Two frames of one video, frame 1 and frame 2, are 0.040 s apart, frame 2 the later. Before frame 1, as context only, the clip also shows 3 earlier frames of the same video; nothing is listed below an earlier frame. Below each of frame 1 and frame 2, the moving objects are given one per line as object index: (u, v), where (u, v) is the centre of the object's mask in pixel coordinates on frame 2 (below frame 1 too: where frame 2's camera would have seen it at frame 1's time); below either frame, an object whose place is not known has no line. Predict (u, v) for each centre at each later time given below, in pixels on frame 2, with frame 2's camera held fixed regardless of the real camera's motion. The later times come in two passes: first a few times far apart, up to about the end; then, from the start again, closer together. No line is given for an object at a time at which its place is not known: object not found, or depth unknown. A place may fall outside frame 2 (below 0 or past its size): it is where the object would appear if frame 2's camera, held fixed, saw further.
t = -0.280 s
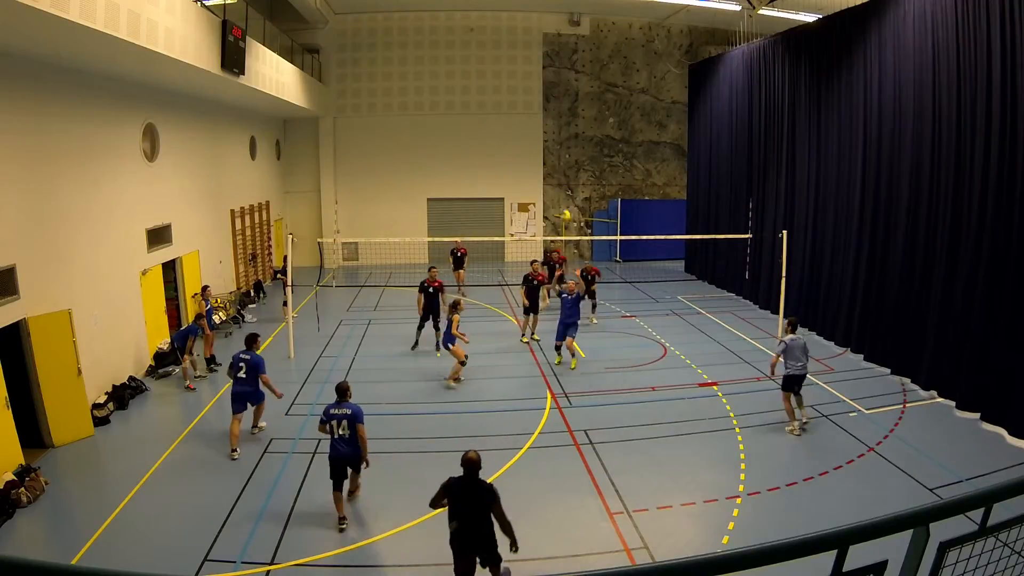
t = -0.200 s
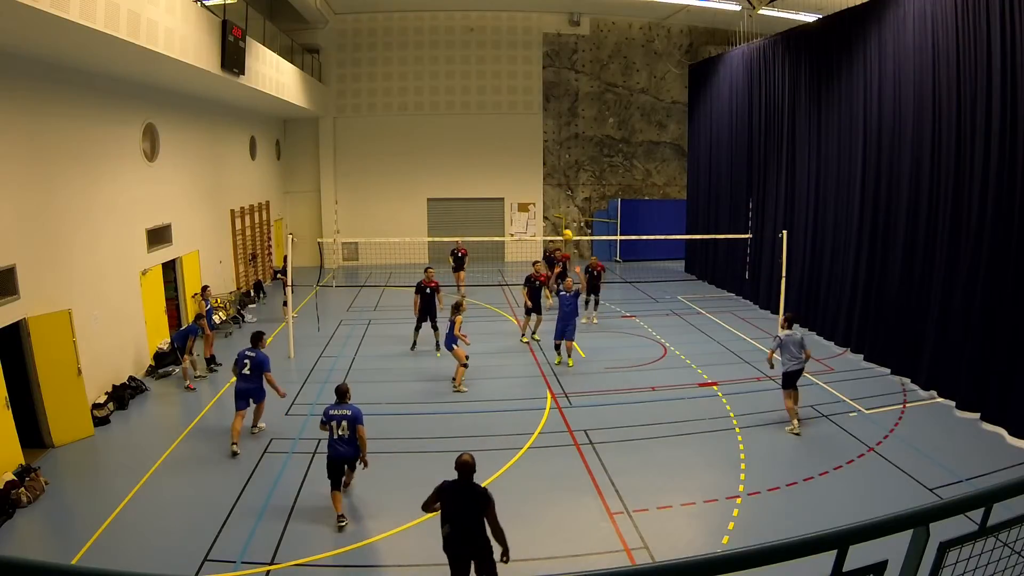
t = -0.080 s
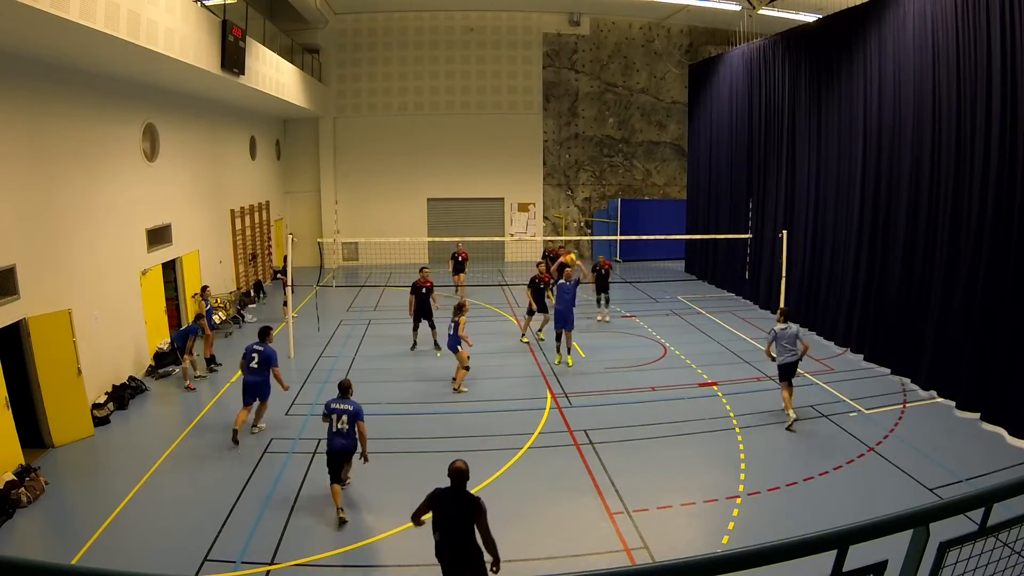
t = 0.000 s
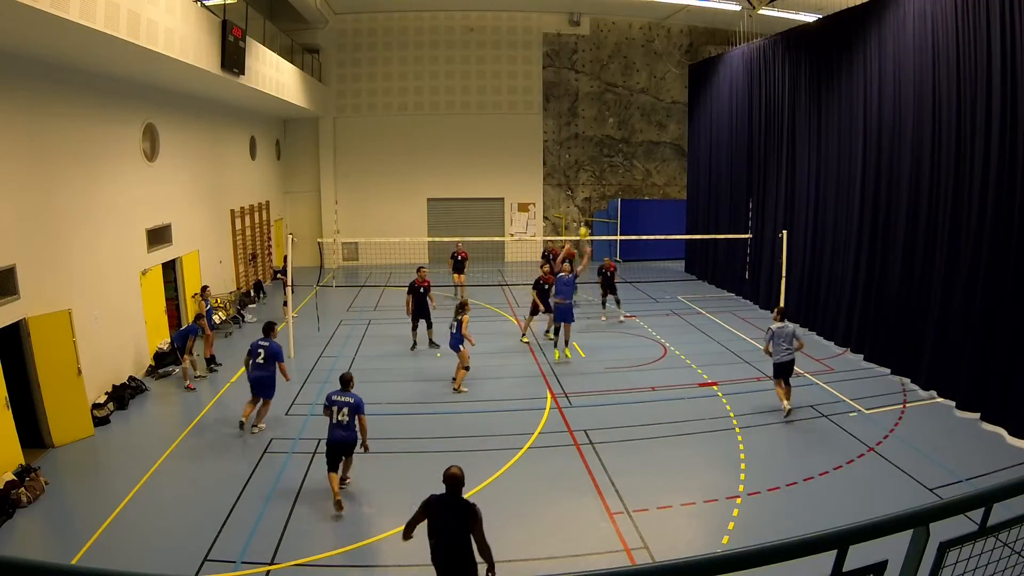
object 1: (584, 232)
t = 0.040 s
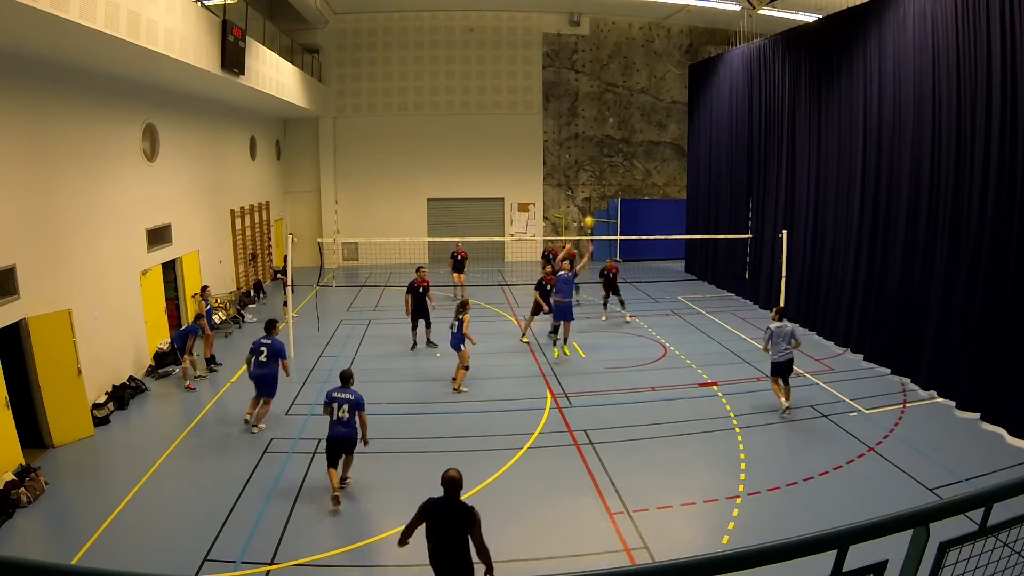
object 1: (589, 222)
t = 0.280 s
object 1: (628, 166)
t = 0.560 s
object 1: (667, 145)
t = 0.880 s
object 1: (704, 167)
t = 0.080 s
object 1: (597, 207)
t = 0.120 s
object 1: (603, 199)
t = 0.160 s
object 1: (611, 187)
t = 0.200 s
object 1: (616, 180)
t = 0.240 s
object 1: (621, 174)
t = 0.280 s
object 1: (628, 166)
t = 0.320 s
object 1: (633, 161)
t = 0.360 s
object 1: (641, 155)
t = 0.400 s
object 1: (645, 152)
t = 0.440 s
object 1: (650, 150)
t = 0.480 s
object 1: (657, 147)
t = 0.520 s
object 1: (661, 146)
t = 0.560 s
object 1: (667, 145)
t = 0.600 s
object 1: (672, 145)
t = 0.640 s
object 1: (676, 146)
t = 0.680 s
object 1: (681, 148)
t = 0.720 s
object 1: (686, 150)
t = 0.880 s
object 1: (704, 167)
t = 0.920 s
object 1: (708, 171)
